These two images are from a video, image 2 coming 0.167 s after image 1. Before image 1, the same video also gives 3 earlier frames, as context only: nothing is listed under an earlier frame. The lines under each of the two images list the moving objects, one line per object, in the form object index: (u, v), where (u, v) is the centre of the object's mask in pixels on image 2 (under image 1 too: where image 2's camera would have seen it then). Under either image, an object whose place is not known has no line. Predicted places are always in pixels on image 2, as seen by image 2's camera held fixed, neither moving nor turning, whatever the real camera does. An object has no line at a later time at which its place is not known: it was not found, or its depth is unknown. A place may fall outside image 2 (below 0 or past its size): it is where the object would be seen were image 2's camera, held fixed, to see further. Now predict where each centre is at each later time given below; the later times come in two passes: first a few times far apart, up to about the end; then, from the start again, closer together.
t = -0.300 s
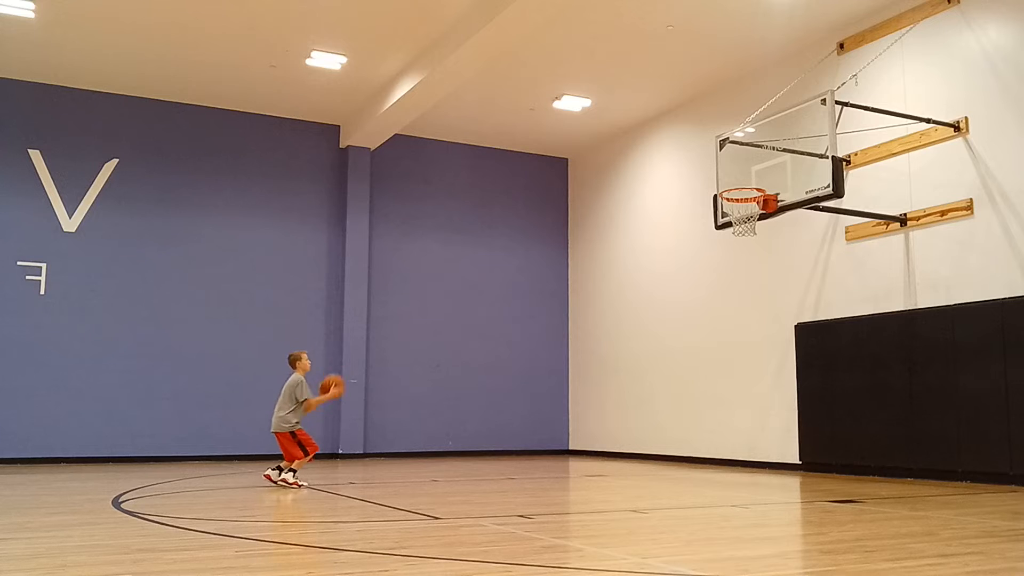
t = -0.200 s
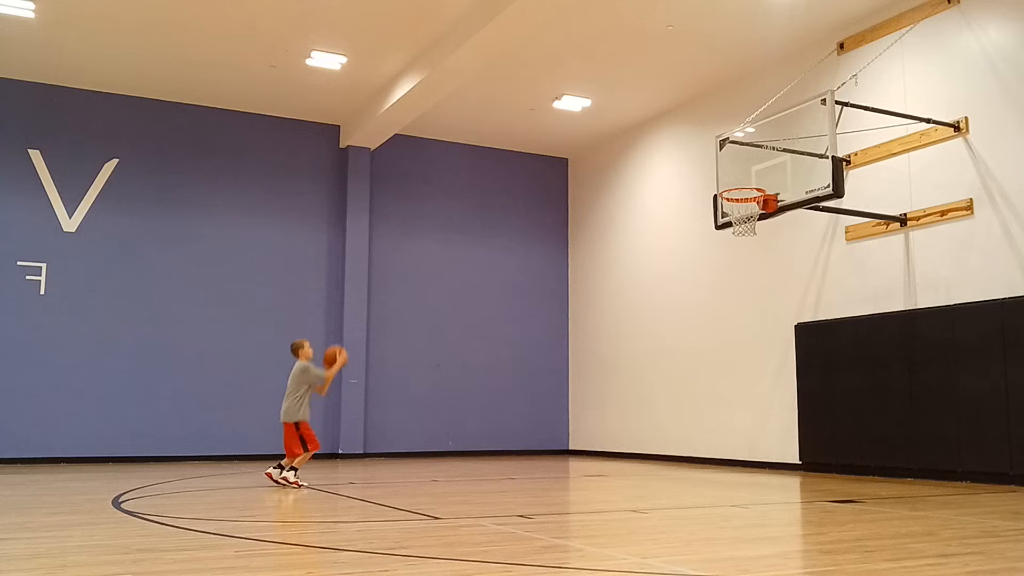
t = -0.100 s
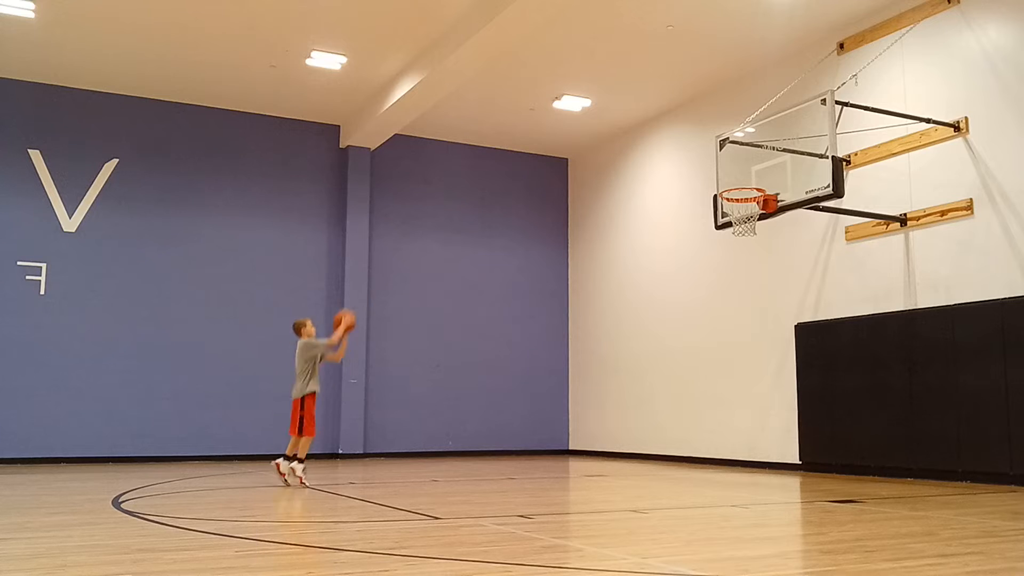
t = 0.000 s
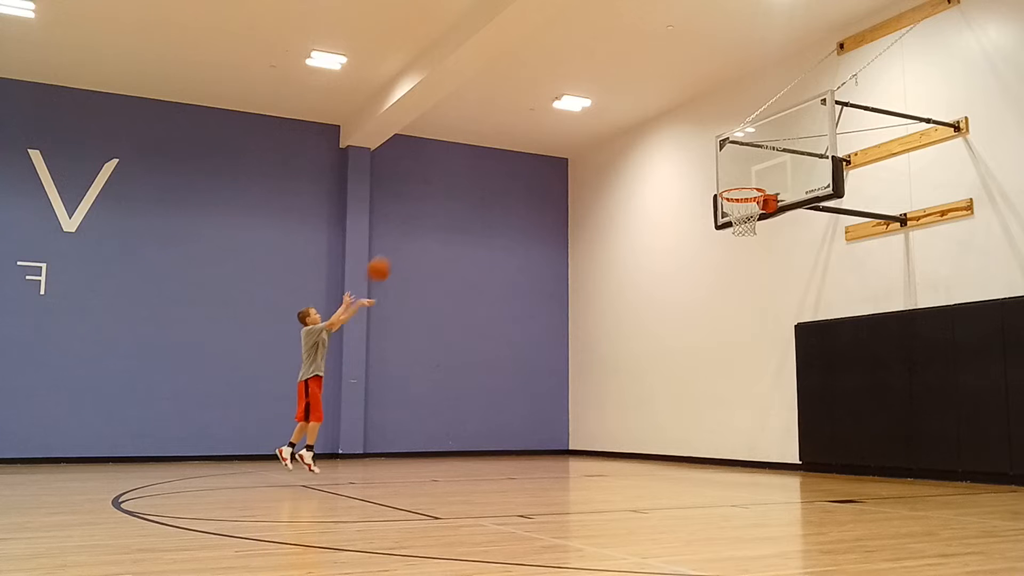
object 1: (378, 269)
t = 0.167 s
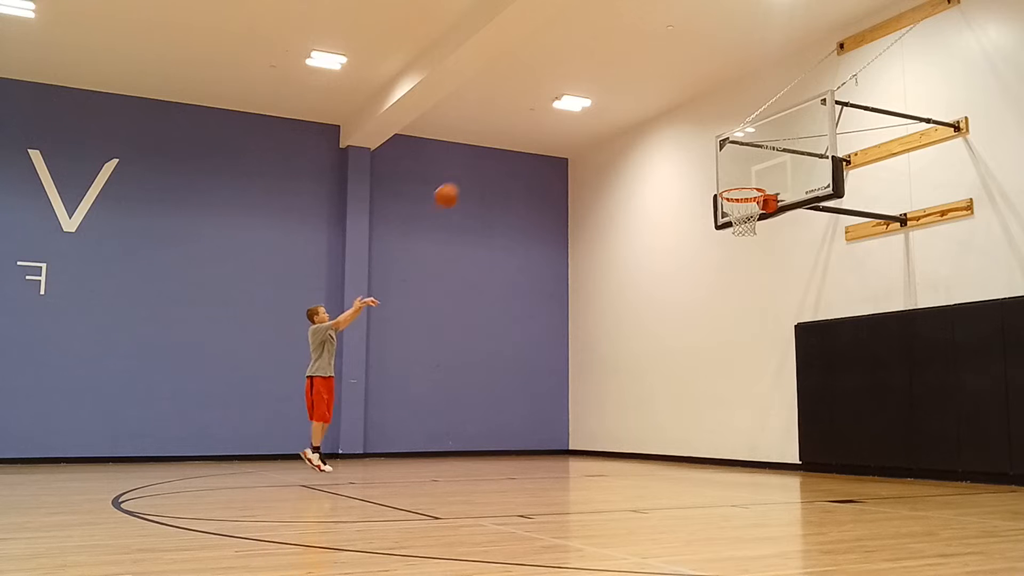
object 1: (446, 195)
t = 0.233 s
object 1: (473, 174)
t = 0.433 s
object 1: (550, 132)
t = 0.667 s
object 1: (639, 128)
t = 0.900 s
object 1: (728, 172)
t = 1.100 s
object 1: (731, 213)
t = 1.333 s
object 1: (739, 259)
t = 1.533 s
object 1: (749, 337)
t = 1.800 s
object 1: (762, 457)
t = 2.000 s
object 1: (775, 382)
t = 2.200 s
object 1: (789, 346)
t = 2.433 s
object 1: (806, 350)
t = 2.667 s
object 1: (824, 403)
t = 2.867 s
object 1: (839, 461)
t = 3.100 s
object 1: (853, 409)
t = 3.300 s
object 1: (866, 402)
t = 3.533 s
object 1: (882, 439)
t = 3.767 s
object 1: (899, 443)
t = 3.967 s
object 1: (903, 428)
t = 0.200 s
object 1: (460, 184)
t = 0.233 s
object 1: (473, 174)
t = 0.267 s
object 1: (486, 164)
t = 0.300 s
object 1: (499, 157)
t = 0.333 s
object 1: (512, 150)
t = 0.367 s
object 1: (525, 143)
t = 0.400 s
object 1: (538, 137)
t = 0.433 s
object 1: (550, 132)
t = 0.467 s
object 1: (564, 129)
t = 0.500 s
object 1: (576, 126)
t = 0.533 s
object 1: (588, 124)
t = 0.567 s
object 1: (601, 124)
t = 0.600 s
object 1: (614, 124)
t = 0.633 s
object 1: (626, 126)
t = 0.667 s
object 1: (639, 128)
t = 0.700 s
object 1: (651, 131)
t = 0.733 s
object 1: (664, 136)
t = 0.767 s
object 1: (677, 141)
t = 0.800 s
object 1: (690, 147)
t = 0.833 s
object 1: (703, 155)
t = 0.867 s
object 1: (716, 163)
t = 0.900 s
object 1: (728, 172)
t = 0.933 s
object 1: (741, 181)
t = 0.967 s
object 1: (753, 185)
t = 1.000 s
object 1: (741, 197)
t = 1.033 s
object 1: (732, 200)
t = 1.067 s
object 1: (731, 206)
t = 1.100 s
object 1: (731, 213)
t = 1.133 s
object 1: (732, 219)
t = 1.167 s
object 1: (733, 222)
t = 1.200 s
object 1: (734, 233)
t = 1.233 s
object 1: (735, 236)
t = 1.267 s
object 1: (737, 241)
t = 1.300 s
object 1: (738, 250)
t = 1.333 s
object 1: (739, 259)
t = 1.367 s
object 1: (741, 269)
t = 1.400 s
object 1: (742, 281)
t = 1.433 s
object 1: (744, 293)
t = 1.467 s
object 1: (745, 307)
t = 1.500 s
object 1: (747, 321)
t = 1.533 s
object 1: (749, 337)
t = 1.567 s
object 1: (750, 354)
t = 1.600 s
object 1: (752, 373)
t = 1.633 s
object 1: (754, 391)
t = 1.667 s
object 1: (755, 412)
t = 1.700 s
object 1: (757, 433)
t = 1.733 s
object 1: (758, 457)
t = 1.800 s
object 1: (762, 457)
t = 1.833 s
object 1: (765, 440)
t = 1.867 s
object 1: (767, 427)
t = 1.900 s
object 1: (768, 414)
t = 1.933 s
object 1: (771, 402)
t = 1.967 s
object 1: (773, 391)
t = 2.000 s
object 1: (775, 382)
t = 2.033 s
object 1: (777, 373)
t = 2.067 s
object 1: (780, 366)
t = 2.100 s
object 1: (782, 359)
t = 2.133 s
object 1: (784, 354)
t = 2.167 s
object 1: (786, 349)
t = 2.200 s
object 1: (789, 346)
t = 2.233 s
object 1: (791, 344)
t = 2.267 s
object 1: (794, 343)
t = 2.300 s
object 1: (796, 342)
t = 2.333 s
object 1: (799, 343)
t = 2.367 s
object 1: (801, 344)
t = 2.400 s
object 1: (803, 347)
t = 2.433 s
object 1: (806, 350)
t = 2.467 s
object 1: (808, 355)
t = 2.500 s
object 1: (811, 361)
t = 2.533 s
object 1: (813, 367)
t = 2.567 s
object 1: (815, 375)
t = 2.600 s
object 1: (818, 383)
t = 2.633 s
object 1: (821, 393)
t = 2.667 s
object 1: (824, 403)
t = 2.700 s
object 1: (826, 415)
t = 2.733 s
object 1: (829, 427)
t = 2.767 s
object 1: (832, 441)
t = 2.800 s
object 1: (835, 455)
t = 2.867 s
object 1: (839, 461)
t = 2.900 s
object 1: (841, 451)
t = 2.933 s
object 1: (843, 441)
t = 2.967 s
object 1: (845, 432)
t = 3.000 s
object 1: (847, 425)
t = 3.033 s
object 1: (849, 418)
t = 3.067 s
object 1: (851, 413)
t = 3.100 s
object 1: (853, 409)
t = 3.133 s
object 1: (856, 405)
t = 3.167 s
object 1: (857, 403)
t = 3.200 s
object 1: (860, 401)
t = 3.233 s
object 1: (861, 401)
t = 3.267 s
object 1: (864, 401)
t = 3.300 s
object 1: (866, 402)
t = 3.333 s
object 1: (868, 405)
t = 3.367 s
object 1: (870, 408)
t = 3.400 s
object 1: (873, 412)
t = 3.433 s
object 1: (875, 417)
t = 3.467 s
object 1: (877, 424)
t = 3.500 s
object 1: (880, 431)
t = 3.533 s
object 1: (882, 439)
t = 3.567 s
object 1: (885, 448)
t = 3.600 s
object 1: (888, 458)
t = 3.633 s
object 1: (890, 468)
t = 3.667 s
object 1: (892, 463)
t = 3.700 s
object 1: (894, 455)
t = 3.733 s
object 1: (897, 448)
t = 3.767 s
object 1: (899, 443)
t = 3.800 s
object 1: (901, 438)
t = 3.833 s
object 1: (903, 434)
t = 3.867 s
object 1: (905, 431)
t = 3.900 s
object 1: (906, 429)
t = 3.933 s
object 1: (905, 428)
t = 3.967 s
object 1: (903, 428)
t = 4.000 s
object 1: (901, 428)
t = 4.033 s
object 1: (900, 430)
